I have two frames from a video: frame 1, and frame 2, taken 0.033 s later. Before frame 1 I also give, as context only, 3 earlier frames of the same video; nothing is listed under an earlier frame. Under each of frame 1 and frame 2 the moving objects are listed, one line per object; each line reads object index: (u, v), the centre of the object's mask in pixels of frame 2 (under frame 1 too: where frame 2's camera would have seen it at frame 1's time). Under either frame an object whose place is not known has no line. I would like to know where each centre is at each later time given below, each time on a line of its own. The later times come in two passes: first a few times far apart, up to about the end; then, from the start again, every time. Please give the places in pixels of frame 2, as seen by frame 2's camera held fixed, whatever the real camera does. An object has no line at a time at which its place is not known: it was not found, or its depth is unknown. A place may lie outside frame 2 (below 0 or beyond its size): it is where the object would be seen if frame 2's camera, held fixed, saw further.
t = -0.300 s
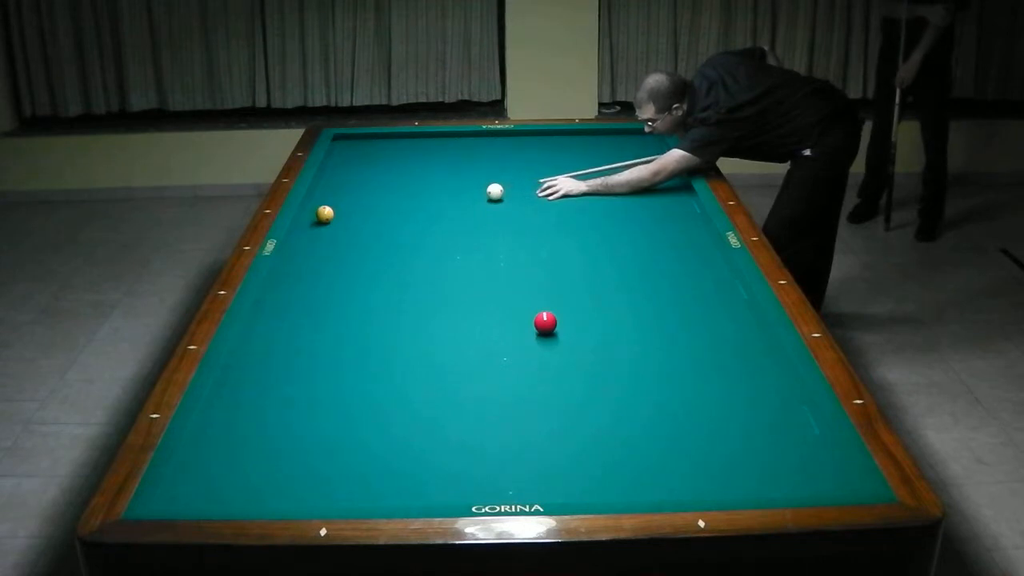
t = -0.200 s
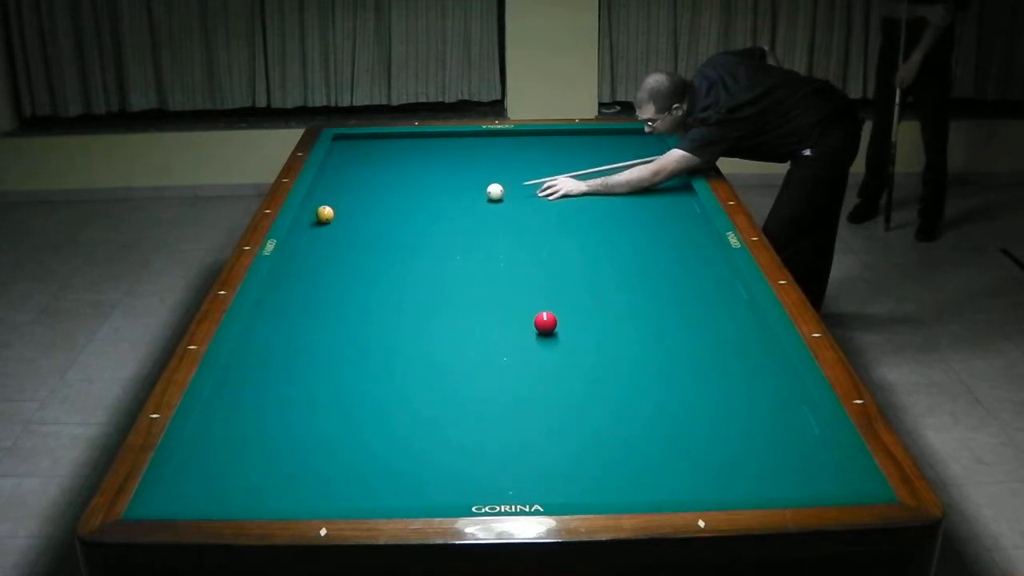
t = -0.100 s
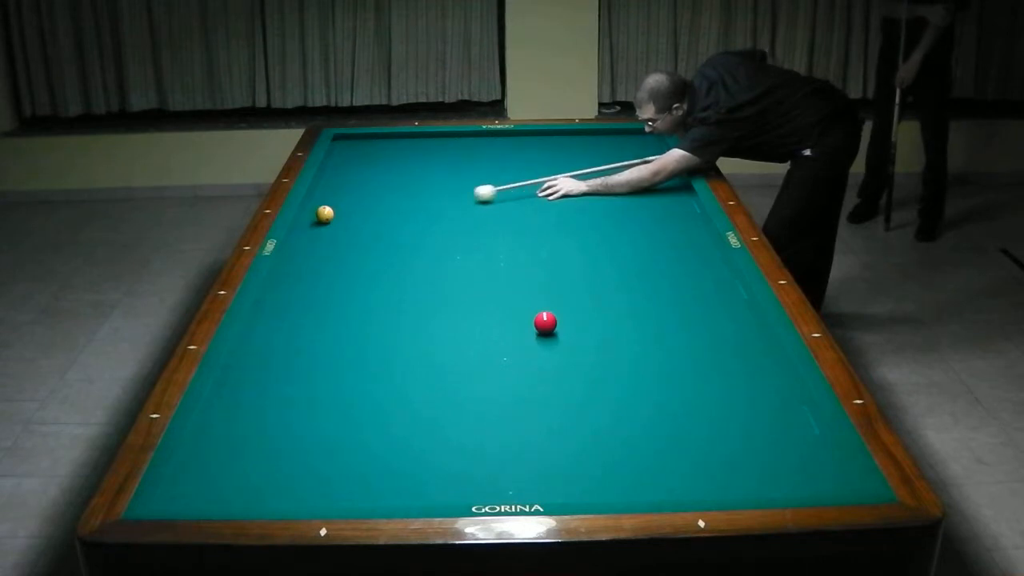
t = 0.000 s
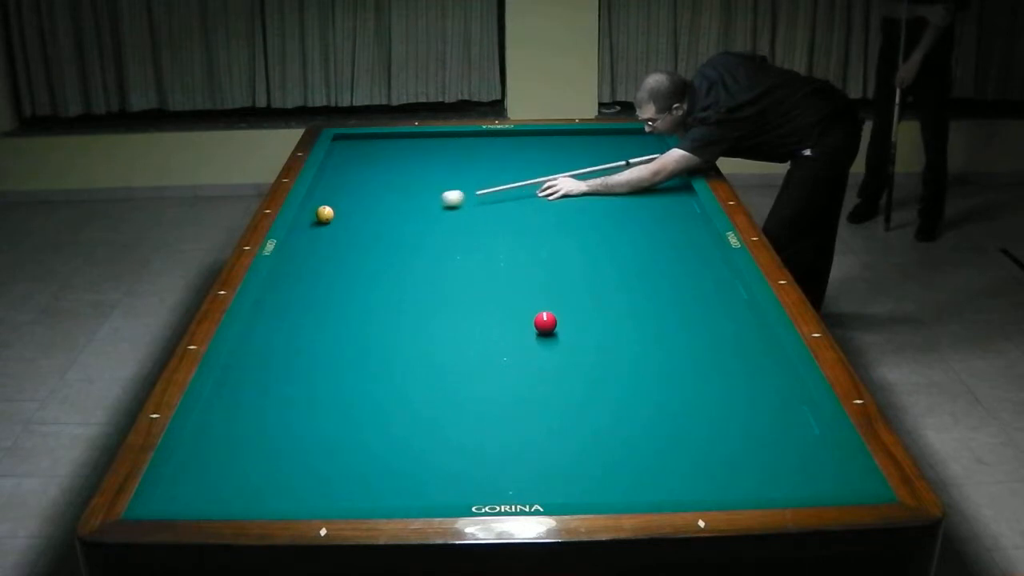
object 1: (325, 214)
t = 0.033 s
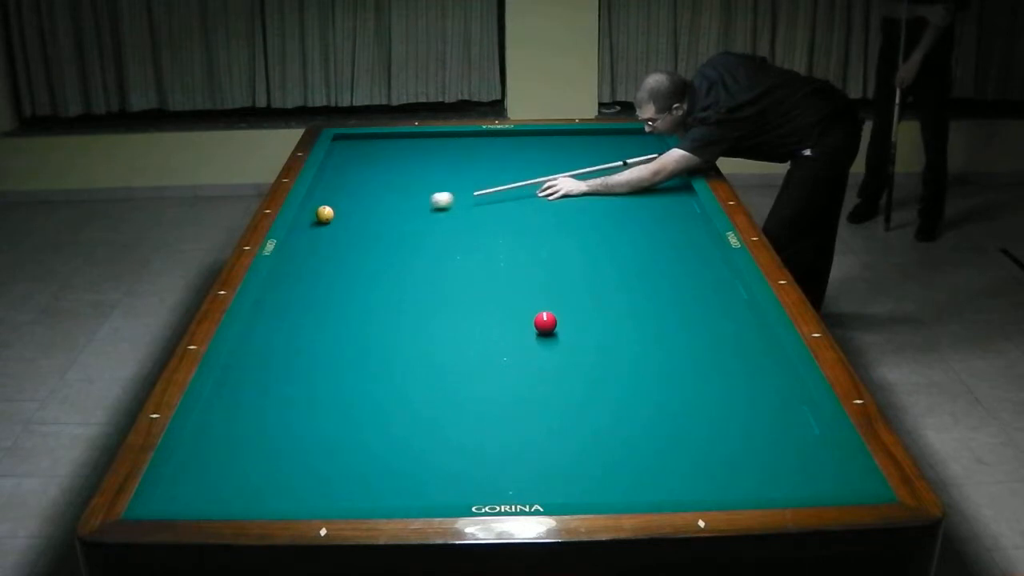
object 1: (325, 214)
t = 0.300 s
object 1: (324, 214)
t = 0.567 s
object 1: (308, 210)
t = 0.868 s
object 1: (316, 207)
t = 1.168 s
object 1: (328, 205)
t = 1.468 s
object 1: (339, 203)
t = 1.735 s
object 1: (348, 201)
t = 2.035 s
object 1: (357, 199)
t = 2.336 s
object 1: (365, 197)
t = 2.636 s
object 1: (372, 196)
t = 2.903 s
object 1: (377, 196)
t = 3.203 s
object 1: (381, 196)
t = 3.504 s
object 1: (383, 196)
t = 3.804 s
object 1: (385, 196)
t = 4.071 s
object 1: (386, 197)
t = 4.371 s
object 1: (386, 197)
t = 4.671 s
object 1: (386, 197)
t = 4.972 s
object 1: (386, 197)
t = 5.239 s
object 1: (386, 197)
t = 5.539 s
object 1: (386, 197)
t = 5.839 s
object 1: (386, 197)
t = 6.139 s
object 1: (386, 197)
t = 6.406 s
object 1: (386, 197)
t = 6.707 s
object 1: (386, 197)
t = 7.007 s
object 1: (386, 197)
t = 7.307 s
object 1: (386, 197)
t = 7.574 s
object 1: (386, 197)
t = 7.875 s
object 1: (386, 197)
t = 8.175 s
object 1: (386, 197)
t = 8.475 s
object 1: (386, 197)
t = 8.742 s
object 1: (386, 197)
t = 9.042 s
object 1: (386, 197)
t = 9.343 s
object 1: (386, 197)
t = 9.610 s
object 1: (386, 197)
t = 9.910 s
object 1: (386, 197)
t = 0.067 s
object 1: (325, 214)
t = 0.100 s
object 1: (325, 214)
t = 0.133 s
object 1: (324, 214)
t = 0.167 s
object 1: (324, 214)
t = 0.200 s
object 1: (324, 214)
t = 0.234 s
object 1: (325, 214)
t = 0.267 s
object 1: (324, 214)
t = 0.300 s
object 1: (324, 214)
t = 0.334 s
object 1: (324, 214)
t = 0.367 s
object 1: (321, 212)
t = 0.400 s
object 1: (319, 210)
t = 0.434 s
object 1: (317, 210)
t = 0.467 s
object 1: (315, 211)
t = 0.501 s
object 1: (313, 211)
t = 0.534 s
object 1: (310, 211)
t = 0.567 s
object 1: (308, 210)
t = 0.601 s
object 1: (305, 210)
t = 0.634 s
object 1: (306, 209)
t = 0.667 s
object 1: (307, 209)
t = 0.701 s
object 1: (309, 209)
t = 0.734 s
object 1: (310, 208)
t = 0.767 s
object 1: (311, 208)
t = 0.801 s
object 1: (313, 208)
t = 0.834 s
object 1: (315, 207)
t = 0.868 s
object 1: (316, 207)
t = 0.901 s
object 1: (317, 207)
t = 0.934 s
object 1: (319, 207)
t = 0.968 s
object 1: (320, 206)
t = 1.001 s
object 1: (322, 206)
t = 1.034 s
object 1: (323, 206)
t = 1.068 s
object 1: (324, 206)
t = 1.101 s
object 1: (326, 205)
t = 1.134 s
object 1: (327, 205)
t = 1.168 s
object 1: (328, 205)
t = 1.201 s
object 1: (329, 205)
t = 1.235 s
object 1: (331, 204)
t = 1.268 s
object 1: (332, 204)
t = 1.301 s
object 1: (333, 204)
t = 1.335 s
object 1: (335, 204)
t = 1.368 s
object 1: (336, 203)
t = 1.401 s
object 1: (337, 203)
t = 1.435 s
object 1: (338, 203)
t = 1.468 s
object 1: (339, 203)
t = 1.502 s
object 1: (340, 203)
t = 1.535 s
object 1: (341, 202)
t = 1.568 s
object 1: (343, 202)
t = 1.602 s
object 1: (344, 202)
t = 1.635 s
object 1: (345, 202)
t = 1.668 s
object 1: (346, 201)
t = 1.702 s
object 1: (347, 201)
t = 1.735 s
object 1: (348, 201)
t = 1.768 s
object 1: (349, 201)
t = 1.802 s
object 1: (350, 200)
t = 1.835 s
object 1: (351, 200)
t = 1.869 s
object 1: (352, 200)
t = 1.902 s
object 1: (353, 200)
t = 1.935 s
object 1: (354, 200)
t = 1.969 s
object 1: (355, 199)
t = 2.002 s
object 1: (356, 199)
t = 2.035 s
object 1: (357, 199)
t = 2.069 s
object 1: (358, 199)
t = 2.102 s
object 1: (359, 199)
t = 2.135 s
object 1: (360, 198)
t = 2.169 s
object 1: (361, 198)
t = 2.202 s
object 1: (362, 198)
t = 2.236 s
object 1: (362, 198)
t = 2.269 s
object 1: (364, 198)
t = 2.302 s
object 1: (364, 198)
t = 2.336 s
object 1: (365, 197)
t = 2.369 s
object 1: (366, 197)
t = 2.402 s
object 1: (367, 197)
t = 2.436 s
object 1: (368, 197)
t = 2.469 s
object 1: (369, 197)
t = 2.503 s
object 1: (369, 197)
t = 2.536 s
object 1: (370, 197)
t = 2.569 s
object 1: (371, 197)
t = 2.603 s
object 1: (372, 196)
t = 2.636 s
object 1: (372, 196)
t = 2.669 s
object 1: (373, 196)
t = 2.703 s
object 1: (374, 196)
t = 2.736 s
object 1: (374, 196)
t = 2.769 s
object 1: (374, 196)
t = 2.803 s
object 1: (375, 196)
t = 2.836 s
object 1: (375, 196)
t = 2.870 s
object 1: (376, 196)
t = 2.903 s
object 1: (377, 196)
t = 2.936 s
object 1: (377, 196)
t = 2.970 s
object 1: (378, 196)
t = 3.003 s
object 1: (379, 196)
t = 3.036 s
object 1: (379, 196)
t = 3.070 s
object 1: (379, 196)
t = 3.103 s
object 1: (380, 196)
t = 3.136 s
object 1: (380, 196)
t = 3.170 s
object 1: (381, 196)
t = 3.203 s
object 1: (381, 196)
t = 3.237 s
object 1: (382, 196)
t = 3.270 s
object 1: (382, 196)
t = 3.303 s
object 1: (382, 196)
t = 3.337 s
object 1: (382, 196)
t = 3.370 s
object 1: (383, 196)
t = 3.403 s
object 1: (383, 196)
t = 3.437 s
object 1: (383, 196)
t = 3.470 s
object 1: (383, 196)
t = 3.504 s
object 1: (383, 196)
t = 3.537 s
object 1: (383, 196)
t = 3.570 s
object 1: (384, 196)
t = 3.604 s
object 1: (384, 196)
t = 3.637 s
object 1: (384, 196)
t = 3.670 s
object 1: (384, 196)
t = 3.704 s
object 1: (385, 196)
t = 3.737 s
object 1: (385, 196)
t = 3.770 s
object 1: (385, 196)
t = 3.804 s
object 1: (385, 196)
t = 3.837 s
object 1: (385, 196)
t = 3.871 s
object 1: (385, 196)
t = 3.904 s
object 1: (386, 196)
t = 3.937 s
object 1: (386, 197)
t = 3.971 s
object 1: (386, 197)
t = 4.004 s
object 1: (386, 197)
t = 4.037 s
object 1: (386, 197)
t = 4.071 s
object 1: (386, 197)
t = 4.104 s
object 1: (386, 197)
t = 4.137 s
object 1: (386, 197)
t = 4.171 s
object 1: (386, 197)
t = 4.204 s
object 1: (386, 197)
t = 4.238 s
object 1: (386, 197)
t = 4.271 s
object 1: (386, 197)
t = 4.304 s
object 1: (386, 197)
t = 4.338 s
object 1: (386, 197)
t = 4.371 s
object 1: (386, 197)
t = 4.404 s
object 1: (386, 197)
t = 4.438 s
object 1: (386, 197)
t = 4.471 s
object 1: (386, 197)
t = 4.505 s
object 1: (386, 197)
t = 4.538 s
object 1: (386, 197)
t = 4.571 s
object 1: (386, 197)
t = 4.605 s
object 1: (386, 197)
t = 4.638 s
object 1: (386, 197)
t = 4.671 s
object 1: (386, 197)
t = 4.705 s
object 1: (386, 197)
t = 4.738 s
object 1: (386, 197)
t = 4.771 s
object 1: (386, 197)
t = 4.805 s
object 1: (386, 197)
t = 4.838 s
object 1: (386, 197)
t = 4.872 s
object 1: (386, 197)
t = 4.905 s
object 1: (386, 197)
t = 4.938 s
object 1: (386, 197)
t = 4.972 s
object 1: (386, 197)
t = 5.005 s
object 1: (386, 197)
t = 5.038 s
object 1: (386, 197)
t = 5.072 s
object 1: (386, 197)
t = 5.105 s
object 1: (386, 197)
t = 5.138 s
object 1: (386, 197)
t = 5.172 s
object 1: (386, 197)
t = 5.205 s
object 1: (386, 197)
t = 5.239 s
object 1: (386, 197)
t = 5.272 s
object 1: (386, 197)
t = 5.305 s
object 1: (386, 197)
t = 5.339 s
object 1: (386, 197)
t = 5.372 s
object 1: (386, 197)
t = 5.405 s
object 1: (386, 197)
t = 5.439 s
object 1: (386, 197)
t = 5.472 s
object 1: (386, 197)
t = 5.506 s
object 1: (386, 197)
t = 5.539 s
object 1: (386, 197)
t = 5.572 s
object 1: (386, 197)
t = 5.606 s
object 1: (386, 197)
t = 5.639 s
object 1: (386, 197)
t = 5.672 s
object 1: (386, 197)
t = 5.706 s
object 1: (386, 197)
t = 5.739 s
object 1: (386, 197)
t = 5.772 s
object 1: (386, 197)
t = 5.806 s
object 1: (386, 197)
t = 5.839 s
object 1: (386, 197)
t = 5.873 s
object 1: (386, 197)
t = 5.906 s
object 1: (386, 197)
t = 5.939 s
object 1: (386, 197)
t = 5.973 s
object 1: (386, 197)
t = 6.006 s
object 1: (386, 197)
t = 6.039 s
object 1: (386, 197)
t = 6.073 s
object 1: (386, 197)
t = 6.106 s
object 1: (386, 197)
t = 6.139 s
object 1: (386, 197)
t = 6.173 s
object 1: (386, 197)
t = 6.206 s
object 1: (386, 197)
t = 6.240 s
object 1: (386, 197)
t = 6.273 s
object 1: (386, 197)
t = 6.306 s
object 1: (386, 197)
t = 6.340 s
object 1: (386, 197)
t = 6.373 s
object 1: (386, 197)
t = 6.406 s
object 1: (386, 197)
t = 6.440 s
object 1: (386, 197)
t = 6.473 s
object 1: (386, 197)
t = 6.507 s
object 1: (386, 197)
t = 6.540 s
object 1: (386, 197)
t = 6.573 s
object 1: (386, 197)
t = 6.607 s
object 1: (386, 197)
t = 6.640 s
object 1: (386, 197)
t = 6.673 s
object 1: (386, 197)
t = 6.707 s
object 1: (386, 197)
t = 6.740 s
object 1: (386, 197)
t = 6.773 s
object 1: (386, 197)
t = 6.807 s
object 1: (386, 197)
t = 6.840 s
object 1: (386, 197)
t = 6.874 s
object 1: (386, 197)
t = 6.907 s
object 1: (386, 197)
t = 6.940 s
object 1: (386, 197)
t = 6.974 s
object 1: (386, 197)
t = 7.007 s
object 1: (386, 197)
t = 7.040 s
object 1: (386, 197)
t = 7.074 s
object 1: (386, 197)
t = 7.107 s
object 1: (386, 197)
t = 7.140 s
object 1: (386, 197)
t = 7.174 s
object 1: (386, 197)
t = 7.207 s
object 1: (386, 197)
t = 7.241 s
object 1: (386, 197)
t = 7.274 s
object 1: (386, 197)
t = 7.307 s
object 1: (386, 197)
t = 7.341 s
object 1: (386, 197)
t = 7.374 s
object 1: (386, 197)
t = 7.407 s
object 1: (386, 197)
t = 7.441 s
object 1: (386, 197)
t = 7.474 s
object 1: (386, 197)
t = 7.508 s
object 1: (386, 197)
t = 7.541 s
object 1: (386, 197)
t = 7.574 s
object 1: (386, 197)
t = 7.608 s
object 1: (386, 197)
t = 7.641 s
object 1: (386, 197)
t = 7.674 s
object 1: (386, 197)
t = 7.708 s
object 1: (386, 197)
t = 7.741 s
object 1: (386, 197)
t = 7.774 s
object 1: (386, 197)
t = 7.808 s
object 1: (386, 197)
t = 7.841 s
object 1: (386, 197)
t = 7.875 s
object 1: (386, 197)
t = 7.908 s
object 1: (386, 197)
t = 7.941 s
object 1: (386, 197)
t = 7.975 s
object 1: (386, 197)
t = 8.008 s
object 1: (386, 197)
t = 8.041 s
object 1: (386, 197)
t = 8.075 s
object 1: (386, 197)
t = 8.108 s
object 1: (386, 197)
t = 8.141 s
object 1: (386, 197)
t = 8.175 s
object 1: (386, 197)
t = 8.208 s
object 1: (386, 197)
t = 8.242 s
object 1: (386, 197)
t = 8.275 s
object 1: (386, 197)
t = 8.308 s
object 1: (386, 197)
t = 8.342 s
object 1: (386, 197)
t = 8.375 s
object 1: (386, 197)
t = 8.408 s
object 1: (386, 197)
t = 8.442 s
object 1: (386, 197)
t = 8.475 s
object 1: (386, 197)
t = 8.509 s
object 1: (386, 197)
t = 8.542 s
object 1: (386, 197)
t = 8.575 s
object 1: (386, 197)
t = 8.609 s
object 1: (386, 197)
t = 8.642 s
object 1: (386, 197)
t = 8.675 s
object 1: (386, 197)
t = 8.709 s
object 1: (386, 197)
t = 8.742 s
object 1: (386, 197)
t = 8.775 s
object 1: (386, 196)
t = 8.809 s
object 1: (386, 197)
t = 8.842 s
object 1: (386, 197)
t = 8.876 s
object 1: (386, 197)
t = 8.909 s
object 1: (386, 197)
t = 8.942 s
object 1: (386, 197)
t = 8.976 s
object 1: (386, 197)
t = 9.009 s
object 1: (386, 197)
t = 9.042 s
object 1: (386, 197)
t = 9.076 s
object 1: (386, 197)
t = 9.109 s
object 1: (386, 197)
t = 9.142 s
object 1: (386, 197)
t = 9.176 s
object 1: (386, 197)
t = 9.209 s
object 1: (386, 197)
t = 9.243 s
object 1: (386, 197)
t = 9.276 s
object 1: (386, 197)
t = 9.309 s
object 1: (386, 197)
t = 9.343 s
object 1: (386, 197)
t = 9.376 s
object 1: (386, 197)
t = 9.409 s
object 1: (386, 197)
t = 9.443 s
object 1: (386, 197)
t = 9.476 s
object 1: (386, 197)
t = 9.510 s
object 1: (386, 197)
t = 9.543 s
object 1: (386, 197)
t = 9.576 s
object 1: (386, 197)
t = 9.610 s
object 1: (386, 197)
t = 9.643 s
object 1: (386, 197)
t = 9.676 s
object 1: (386, 197)
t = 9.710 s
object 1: (386, 197)
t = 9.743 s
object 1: (386, 197)
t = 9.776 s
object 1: (386, 197)
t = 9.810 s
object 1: (386, 197)
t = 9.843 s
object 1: (386, 197)
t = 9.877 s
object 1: (386, 197)
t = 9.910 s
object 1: (386, 197)
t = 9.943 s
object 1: (386, 197)
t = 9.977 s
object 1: (386, 197)
